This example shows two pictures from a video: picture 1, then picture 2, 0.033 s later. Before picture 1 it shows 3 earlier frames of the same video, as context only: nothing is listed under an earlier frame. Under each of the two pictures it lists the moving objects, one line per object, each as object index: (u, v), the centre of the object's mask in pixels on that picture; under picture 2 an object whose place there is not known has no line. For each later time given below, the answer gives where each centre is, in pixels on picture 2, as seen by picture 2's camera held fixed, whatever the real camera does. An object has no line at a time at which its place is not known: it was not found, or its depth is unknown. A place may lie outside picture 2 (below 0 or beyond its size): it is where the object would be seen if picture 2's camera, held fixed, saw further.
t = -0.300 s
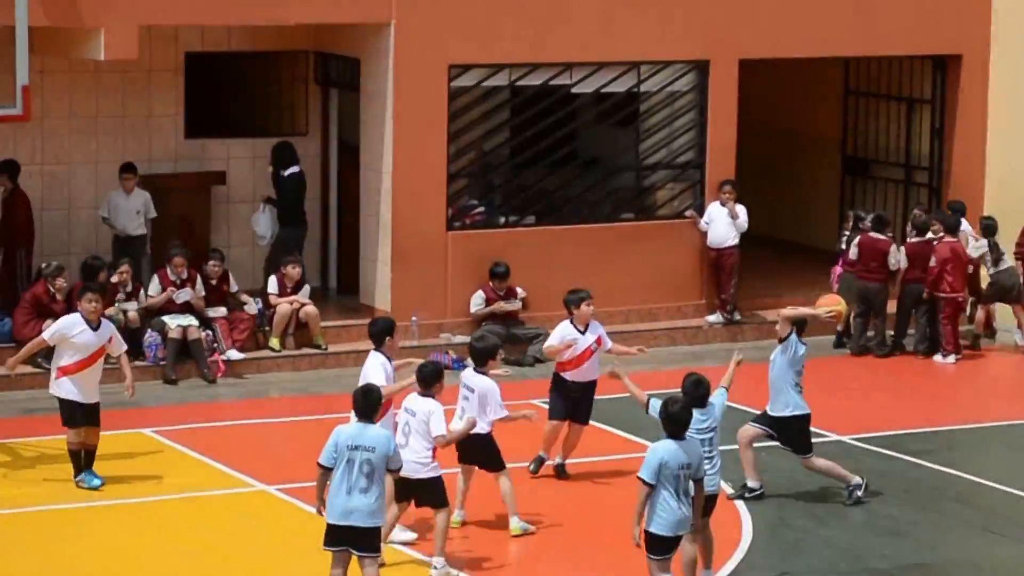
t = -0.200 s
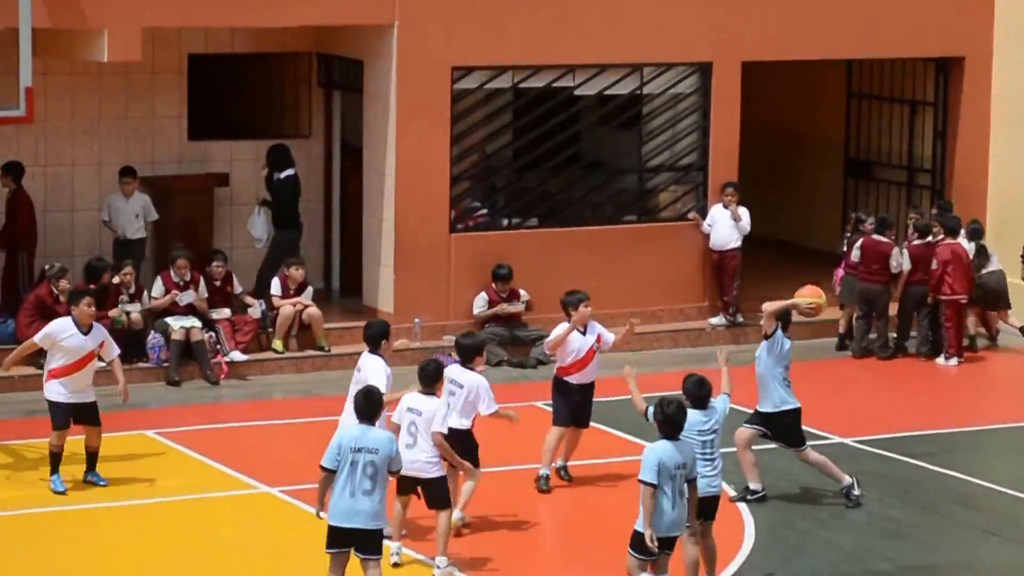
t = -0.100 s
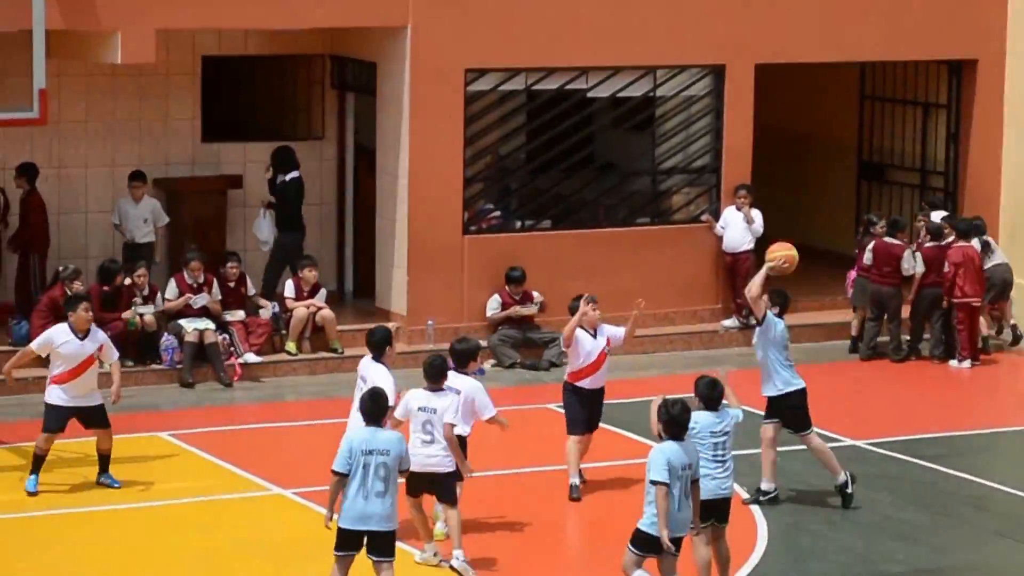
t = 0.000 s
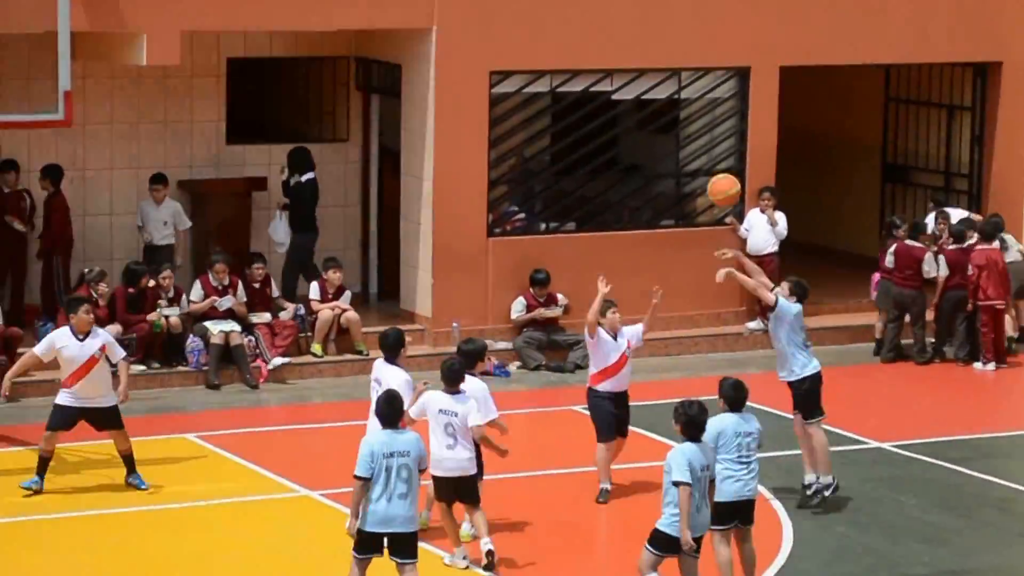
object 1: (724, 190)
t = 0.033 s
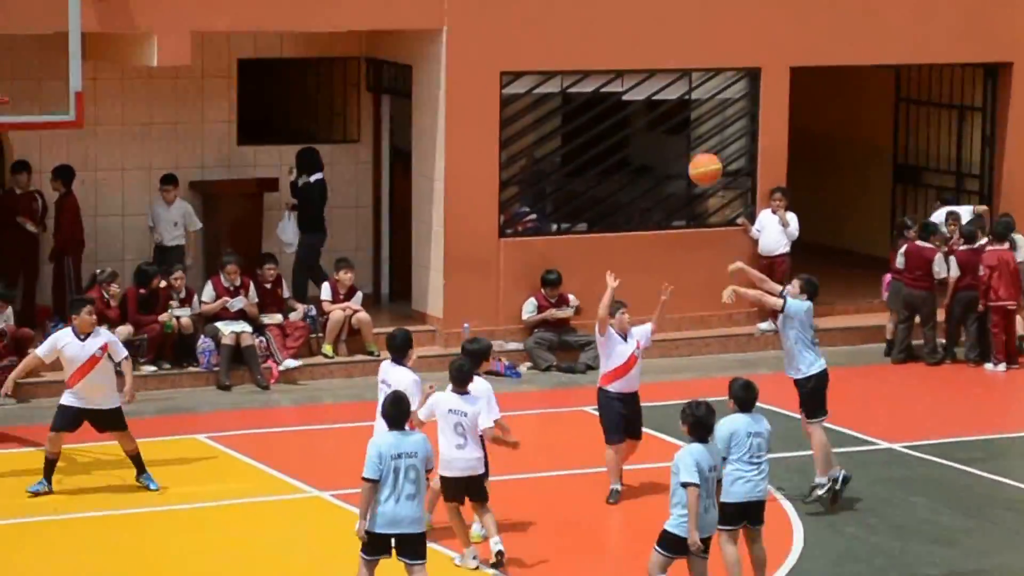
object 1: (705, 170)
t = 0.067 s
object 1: (674, 150)
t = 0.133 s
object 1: (611, 114)
